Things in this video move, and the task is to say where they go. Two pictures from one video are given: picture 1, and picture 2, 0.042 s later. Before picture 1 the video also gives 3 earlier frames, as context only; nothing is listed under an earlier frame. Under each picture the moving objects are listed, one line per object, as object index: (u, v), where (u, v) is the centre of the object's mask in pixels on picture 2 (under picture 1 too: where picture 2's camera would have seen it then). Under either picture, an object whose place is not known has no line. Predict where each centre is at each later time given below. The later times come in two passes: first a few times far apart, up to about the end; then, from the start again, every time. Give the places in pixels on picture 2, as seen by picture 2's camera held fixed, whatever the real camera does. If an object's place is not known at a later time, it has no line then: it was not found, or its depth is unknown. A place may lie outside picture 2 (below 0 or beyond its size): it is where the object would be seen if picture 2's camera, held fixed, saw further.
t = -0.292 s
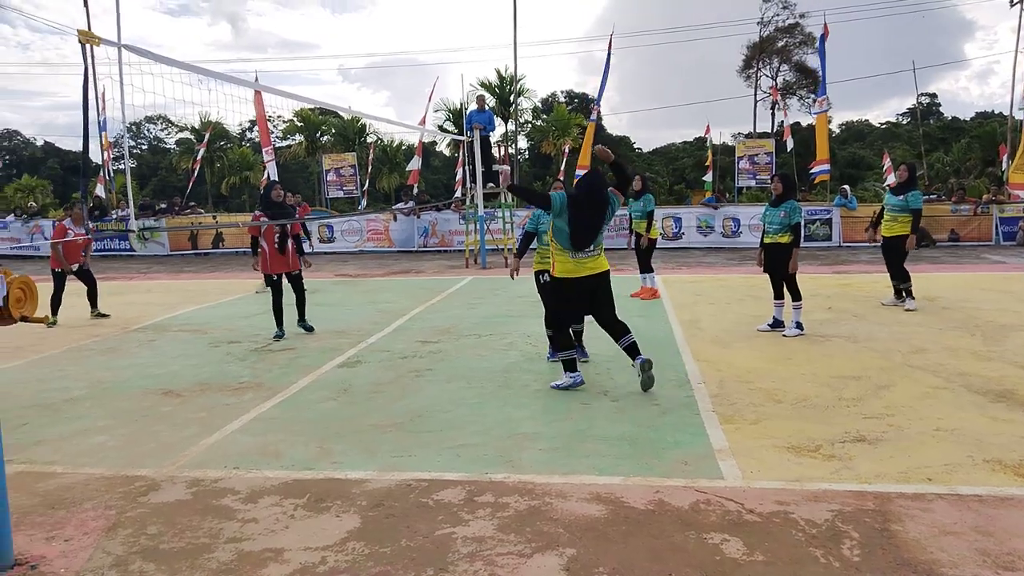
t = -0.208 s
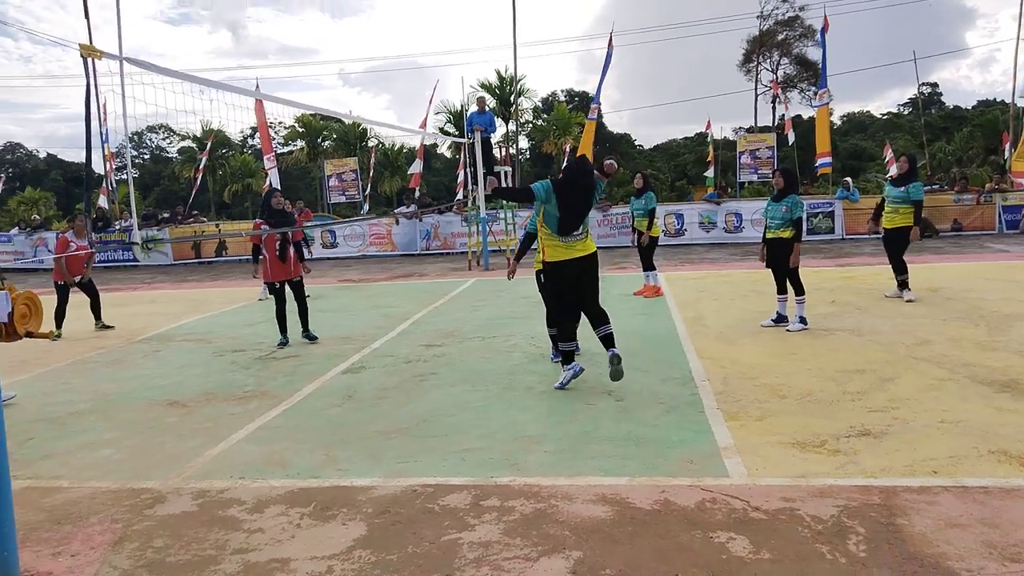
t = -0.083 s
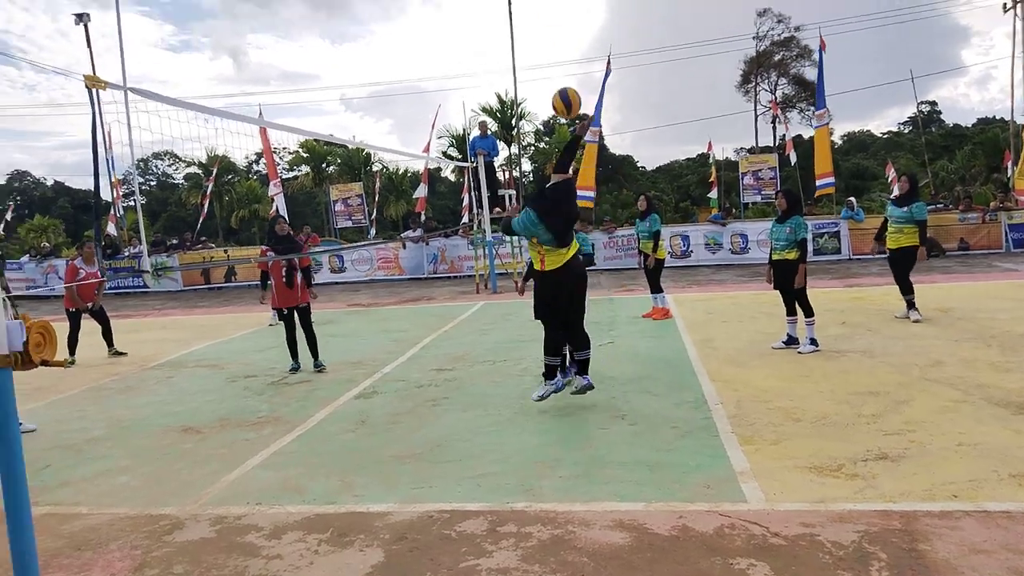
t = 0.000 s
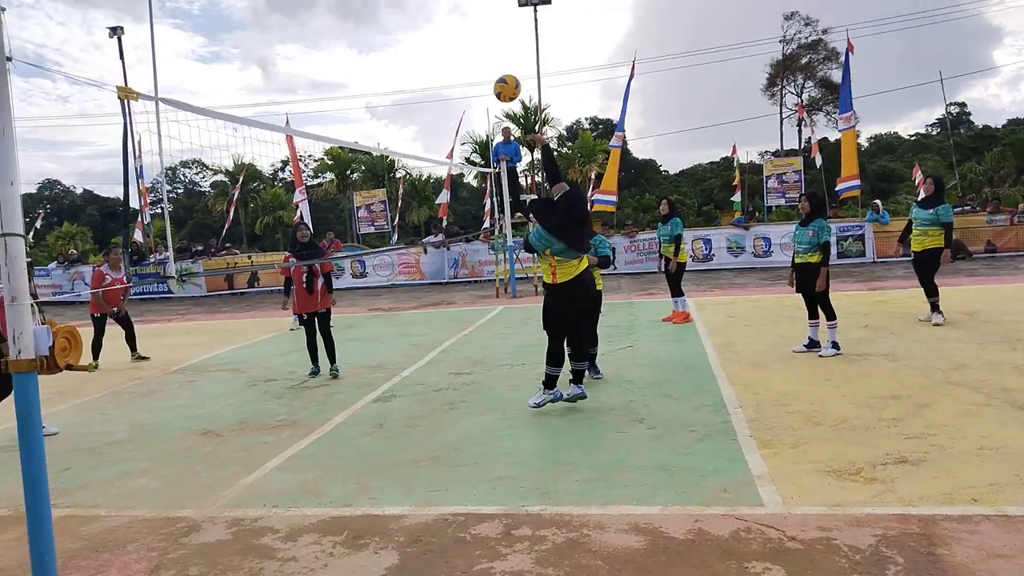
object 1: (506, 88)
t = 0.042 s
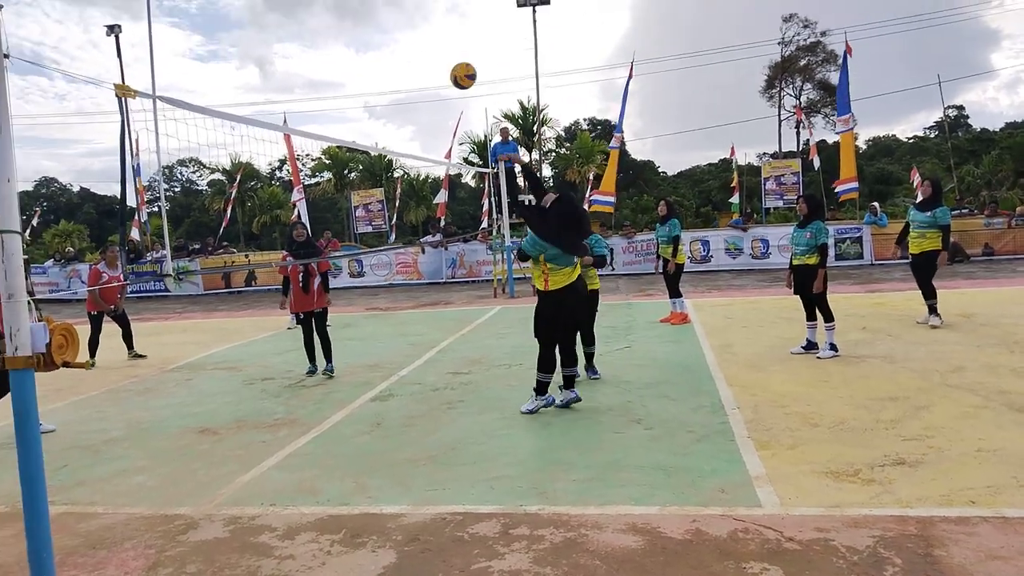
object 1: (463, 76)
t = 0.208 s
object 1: (322, 52)
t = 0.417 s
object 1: (199, 66)
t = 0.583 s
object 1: (129, 105)
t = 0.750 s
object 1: (75, 153)
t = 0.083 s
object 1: (424, 66)
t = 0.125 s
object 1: (389, 59)
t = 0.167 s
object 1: (355, 55)
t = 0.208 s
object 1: (322, 52)
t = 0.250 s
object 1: (293, 51)
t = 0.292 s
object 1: (267, 53)
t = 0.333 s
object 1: (243, 56)
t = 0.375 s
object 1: (219, 60)
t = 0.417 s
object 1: (199, 66)
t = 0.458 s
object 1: (180, 74)
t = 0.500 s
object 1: (163, 82)
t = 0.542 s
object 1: (144, 93)
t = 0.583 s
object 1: (129, 105)
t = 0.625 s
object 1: (113, 116)
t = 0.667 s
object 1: (98, 129)
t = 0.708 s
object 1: (87, 139)
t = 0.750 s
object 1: (75, 153)
